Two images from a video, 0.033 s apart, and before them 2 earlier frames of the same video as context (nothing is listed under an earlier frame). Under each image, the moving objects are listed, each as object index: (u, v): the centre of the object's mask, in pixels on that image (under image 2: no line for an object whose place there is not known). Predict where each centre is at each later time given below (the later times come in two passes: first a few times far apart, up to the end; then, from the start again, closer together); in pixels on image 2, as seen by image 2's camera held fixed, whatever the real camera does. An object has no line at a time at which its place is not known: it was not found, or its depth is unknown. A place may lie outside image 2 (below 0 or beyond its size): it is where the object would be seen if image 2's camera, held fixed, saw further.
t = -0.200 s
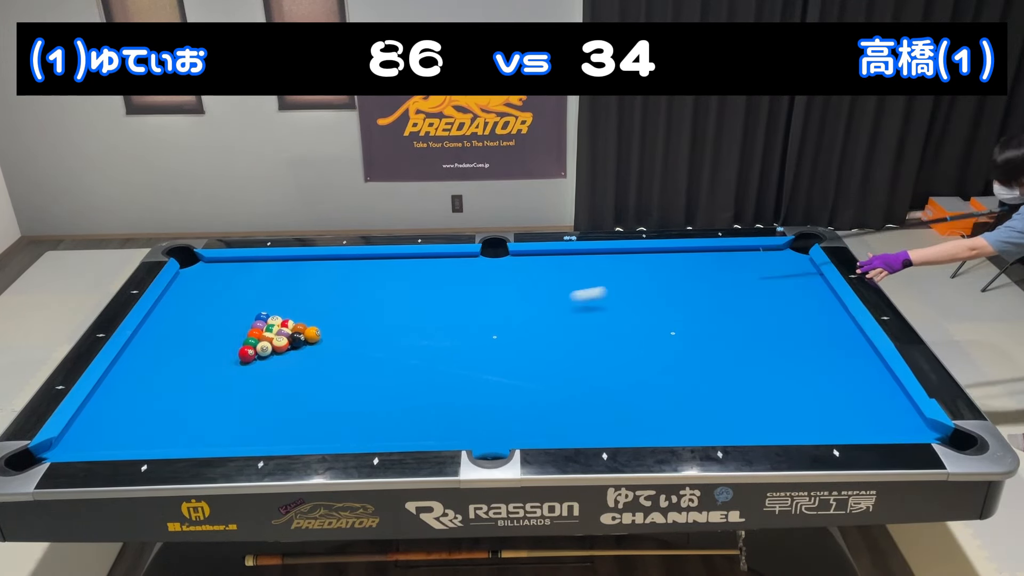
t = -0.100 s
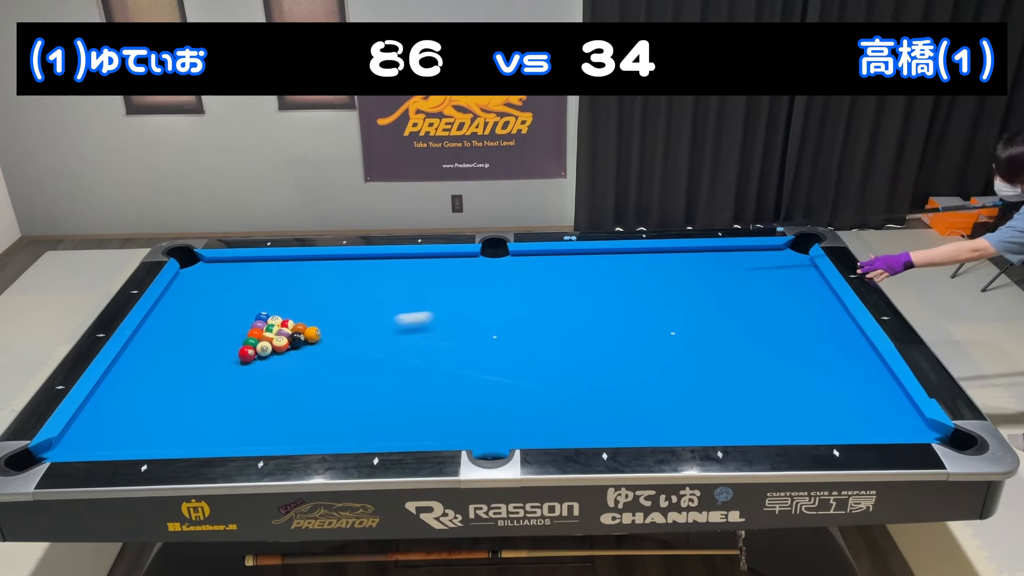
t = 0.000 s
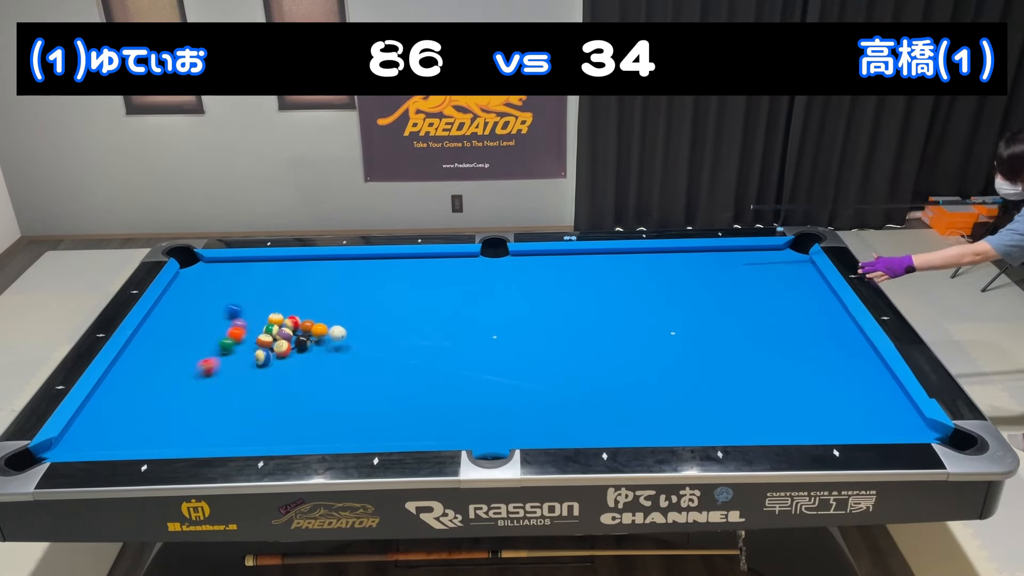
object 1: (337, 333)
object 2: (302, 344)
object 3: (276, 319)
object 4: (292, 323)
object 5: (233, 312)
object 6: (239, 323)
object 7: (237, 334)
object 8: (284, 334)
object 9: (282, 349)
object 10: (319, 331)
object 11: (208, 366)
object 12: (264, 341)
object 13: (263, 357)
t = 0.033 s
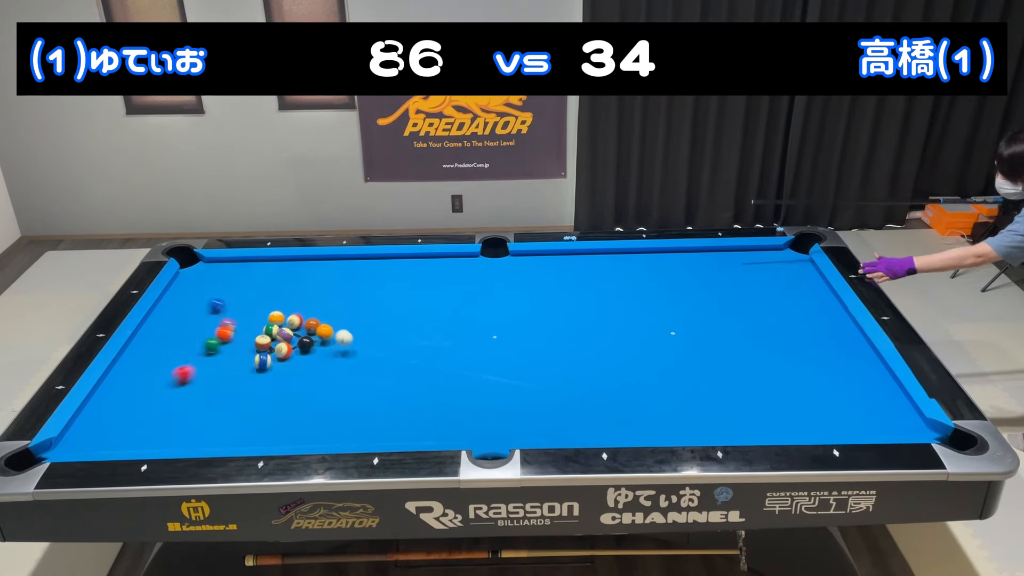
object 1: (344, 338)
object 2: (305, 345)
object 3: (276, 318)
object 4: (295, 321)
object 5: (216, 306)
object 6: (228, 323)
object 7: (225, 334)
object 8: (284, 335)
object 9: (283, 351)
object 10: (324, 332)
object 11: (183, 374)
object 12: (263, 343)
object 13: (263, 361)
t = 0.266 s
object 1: (382, 381)
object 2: (329, 356)
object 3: (279, 308)
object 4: (312, 309)
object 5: (222, 279)
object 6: (158, 318)
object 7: (159, 330)
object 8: (286, 337)
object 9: (291, 366)
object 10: (359, 339)
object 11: (120, 419)
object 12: (251, 349)
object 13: (260, 391)
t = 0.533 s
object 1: (393, 421)
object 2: (355, 368)
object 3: (281, 297)
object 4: (330, 296)
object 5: (309, 262)
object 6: (199, 315)
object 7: (184, 325)
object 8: (287, 338)
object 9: (301, 384)
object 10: (398, 342)
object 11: (202, 437)
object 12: (238, 356)
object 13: (257, 426)
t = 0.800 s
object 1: (408, 423)
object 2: (381, 380)
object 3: (283, 287)
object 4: (345, 285)
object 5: (374, 274)
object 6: (250, 309)
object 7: (233, 321)
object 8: (287, 338)
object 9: (311, 401)
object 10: (435, 345)
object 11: (294, 410)
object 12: (226, 362)
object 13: (272, 429)
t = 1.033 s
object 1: (425, 400)
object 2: (404, 391)
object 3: (285, 279)
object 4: (357, 276)
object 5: (427, 277)
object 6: (293, 304)
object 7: (274, 316)
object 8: (292, 334)
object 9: (373, 391)
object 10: (467, 348)
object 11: (322, 411)
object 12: (216, 367)
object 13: (283, 415)
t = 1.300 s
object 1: (448, 377)
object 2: (423, 403)
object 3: (287, 271)
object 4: (370, 266)
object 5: (478, 272)
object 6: (338, 299)
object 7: (318, 313)
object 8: (300, 328)
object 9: (433, 384)
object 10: (502, 351)
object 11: (363, 407)
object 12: (206, 373)
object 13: (287, 402)
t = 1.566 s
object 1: (474, 355)
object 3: (288, 264)
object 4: (381, 258)
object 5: (526, 267)
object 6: (382, 294)
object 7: (360, 309)
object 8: (308, 323)
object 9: (486, 378)
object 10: (536, 354)
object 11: (402, 403)
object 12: (196, 377)
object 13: (290, 392)
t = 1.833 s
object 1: (497, 336)
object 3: (288, 260)
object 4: (386, 263)
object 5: (572, 261)
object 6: (422, 289)
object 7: (399, 305)
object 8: (313, 318)
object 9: (535, 373)
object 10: (569, 357)
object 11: (438, 399)
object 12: (188, 381)
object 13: (292, 382)
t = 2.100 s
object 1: (517, 318)
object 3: (285, 264)
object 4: (391, 267)
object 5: (615, 257)
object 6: (461, 285)
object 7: (436, 302)
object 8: (318, 315)
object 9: (582, 369)
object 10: (601, 360)
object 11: (473, 395)
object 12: (181, 385)
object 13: (293, 374)
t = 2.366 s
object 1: (536, 302)
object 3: (282, 267)
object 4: (395, 271)
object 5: (658, 253)
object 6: (498, 281)
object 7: (471, 299)
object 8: (322, 312)
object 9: (620, 368)
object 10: (637, 360)
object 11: (504, 395)
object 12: (175, 388)
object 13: (295, 367)
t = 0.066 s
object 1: (351, 346)
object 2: (309, 346)
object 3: (277, 317)
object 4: (297, 320)
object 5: (200, 301)
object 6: (216, 322)
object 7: (214, 334)
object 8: (285, 336)
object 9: (285, 354)
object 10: (330, 336)
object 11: (159, 382)
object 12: (261, 344)
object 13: (262, 366)
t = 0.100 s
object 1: (358, 356)
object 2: (312, 348)
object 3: (277, 315)
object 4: (300, 317)
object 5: (185, 296)
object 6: (205, 321)
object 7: (204, 333)
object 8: (285, 336)
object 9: (286, 356)
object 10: (335, 336)
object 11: (134, 390)
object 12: (259, 345)
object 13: (262, 370)
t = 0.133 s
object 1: (363, 359)
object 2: (316, 350)
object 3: (277, 314)
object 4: (302, 316)
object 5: (171, 293)
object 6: (196, 321)
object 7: (195, 332)
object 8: (286, 336)
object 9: (287, 358)
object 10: (340, 337)
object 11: (111, 398)
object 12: (257, 346)
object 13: (261, 373)
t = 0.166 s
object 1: (368, 365)
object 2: (319, 351)
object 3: (277, 312)
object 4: (305, 314)
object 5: (181, 289)
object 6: (186, 320)
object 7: (186, 332)
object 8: (286, 336)
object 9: (288, 360)
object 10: (344, 338)
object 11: (90, 406)
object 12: (256, 347)
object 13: (261, 378)
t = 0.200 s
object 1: (373, 371)
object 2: (322, 353)
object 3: (278, 311)
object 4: (307, 312)
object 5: (196, 285)
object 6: (177, 319)
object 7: (177, 331)
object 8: (286, 337)
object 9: (289, 362)
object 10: (349, 338)
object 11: (99, 410)
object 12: (254, 347)
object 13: (261, 382)
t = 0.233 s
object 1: (378, 376)
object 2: (325, 354)
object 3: (278, 310)
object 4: (310, 310)
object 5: (208, 282)
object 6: (168, 319)
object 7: (168, 330)
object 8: (286, 337)
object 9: (290, 364)
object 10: (354, 339)
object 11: (109, 415)
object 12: (252, 348)
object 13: (261, 387)
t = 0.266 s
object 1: (382, 381)
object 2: (329, 356)
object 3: (279, 308)
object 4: (312, 309)
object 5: (222, 279)
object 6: (158, 318)
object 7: (159, 330)
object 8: (286, 337)
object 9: (291, 366)
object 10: (359, 339)
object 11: (120, 419)
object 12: (251, 349)
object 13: (260, 391)
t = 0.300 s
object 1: (385, 386)
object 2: (332, 357)
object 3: (279, 307)
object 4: (315, 307)
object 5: (234, 276)
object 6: (150, 317)
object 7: (151, 329)
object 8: (287, 337)
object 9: (293, 369)
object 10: (364, 339)
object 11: (128, 424)
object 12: (249, 350)
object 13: (260, 395)
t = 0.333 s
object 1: (387, 391)
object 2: (335, 359)
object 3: (279, 305)
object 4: (316, 305)
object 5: (246, 273)
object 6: (157, 319)
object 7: (144, 329)
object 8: (287, 338)
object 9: (294, 371)
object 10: (369, 340)
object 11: (138, 428)
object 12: (248, 351)
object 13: (259, 399)
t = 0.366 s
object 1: (389, 396)
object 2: (339, 360)
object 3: (280, 304)
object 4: (319, 304)
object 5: (258, 270)
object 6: (165, 318)
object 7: (151, 328)
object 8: (287, 338)
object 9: (295, 373)
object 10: (374, 340)
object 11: (147, 433)
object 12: (246, 352)
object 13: (259, 404)
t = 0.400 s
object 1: (390, 401)
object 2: (342, 362)
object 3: (280, 303)
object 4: (321, 302)
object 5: (269, 267)
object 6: (172, 317)
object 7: (159, 328)
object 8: (287, 338)
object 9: (296, 375)
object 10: (379, 341)
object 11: (156, 438)
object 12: (244, 353)
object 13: (259, 408)
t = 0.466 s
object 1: (391, 411)
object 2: (348, 365)
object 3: (281, 300)
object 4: (325, 300)
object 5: (293, 261)
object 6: (186, 316)
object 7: (171, 327)
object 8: (287, 338)
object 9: (298, 380)
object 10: (388, 342)
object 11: (176, 442)
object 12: (241, 354)
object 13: (258, 417)
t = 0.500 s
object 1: (392, 416)
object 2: (352, 366)
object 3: (281, 298)
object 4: (328, 298)
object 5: (301, 261)
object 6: (192, 315)
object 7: (178, 326)
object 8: (287, 338)
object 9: (299, 382)
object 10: (393, 342)
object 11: (189, 440)
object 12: (239, 355)
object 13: (258, 421)
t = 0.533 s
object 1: (393, 421)
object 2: (355, 368)
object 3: (281, 297)
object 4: (330, 296)
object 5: (309, 262)
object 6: (199, 315)
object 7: (184, 325)
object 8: (287, 338)
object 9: (301, 384)
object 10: (398, 342)
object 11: (202, 437)
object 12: (238, 356)
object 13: (257, 426)
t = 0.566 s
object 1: (394, 426)
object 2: (358, 370)
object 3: (281, 296)
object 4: (332, 295)
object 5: (318, 264)
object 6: (205, 314)
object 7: (190, 325)
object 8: (287, 338)
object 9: (302, 386)
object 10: (402, 343)
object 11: (214, 433)
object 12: (236, 357)
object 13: (257, 431)
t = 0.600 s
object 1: (395, 431)
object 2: (362, 371)
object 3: (282, 294)
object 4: (334, 293)
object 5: (325, 265)
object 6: (212, 313)
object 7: (197, 324)
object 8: (287, 338)
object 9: (303, 388)
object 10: (407, 343)
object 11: (226, 430)
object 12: (235, 358)
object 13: (257, 436)
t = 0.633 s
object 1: (396, 434)
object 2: (365, 372)
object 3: (282, 293)
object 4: (336, 292)
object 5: (334, 267)
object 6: (218, 312)
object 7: (203, 324)
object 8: (287, 338)
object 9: (304, 391)
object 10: (412, 343)
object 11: (238, 426)
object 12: (233, 358)
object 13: (256, 439)
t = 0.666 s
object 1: (398, 436)
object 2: (368, 374)
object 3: (282, 292)
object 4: (338, 290)
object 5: (341, 268)
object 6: (225, 312)
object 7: (209, 323)
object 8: (287, 338)
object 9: (305, 393)
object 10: (416, 344)
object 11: (250, 423)
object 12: (232, 359)
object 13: (257, 440)
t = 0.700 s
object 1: (401, 433)
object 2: (371, 376)
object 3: (283, 290)
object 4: (339, 289)
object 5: (349, 270)
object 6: (231, 311)
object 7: (215, 323)
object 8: (287, 338)
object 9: (306, 395)
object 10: (421, 344)
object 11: (261, 419)
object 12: (230, 360)
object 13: (262, 437)
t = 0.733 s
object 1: (403, 430)
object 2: (375, 377)
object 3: (283, 290)
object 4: (342, 288)
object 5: (358, 271)
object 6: (238, 310)
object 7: (221, 322)
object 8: (287, 338)
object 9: (307, 398)
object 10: (426, 345)
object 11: (273, 416)
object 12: (229, 361)
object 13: (265, 436)
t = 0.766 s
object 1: (406, 427)
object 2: (378, 379)
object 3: (283, 288)
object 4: (344, 286)
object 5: (366, 272)
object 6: (244, 309)
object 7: (227, 321)
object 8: (287, 338)
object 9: (308, 400)
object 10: (430, 345)
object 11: (284, 413)
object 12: (227, 362)
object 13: (268, 433)
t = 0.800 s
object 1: (408, 423)
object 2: (381, 380)
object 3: (283, 287)
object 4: (345, 285)
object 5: (374, 274)
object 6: (250, 309)
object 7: (233, 321)
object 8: (287, 338)
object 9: (311, 401)
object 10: (435, 345)
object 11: (294, 410)
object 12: (226, 362)
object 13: (272, 429)
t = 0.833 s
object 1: (411, 420)
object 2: (384, 382)
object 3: (284, 286)
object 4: (347, 284)
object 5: (382, 275)
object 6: (256, 308)
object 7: (239, 320)
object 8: (287, 338)
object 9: (322, 399)
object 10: (439, 346)
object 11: (294, 412)
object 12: (224, 363)
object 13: (275, 426)
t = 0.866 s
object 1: (413, 417)
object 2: (388, 383)
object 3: (284, 285)
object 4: (349, 282)
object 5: (390, 276)
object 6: (262, 307)
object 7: (245, 320)
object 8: (287, 338)
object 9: (332, 397)
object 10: (444, 346)
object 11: (296, 413)
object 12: (223, 364)
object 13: (279, 423)
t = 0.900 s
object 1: (416, 413)
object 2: (391, 385)
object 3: (284, 284)
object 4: (351, 281)
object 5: (399, 278)
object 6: (269, 307)
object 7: (251, 319)
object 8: (288, 337)
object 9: (341, 396)
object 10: (449, 347)
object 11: (300, 413)
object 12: (222, 365)
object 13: (281, 421)
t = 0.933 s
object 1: (418, 410)
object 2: (394, 386)
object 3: (285, 283)
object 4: (352, 279)
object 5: (407, 279)
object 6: (275, 306)
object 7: (256, 318)
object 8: (289, 335)
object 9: (350, 394)
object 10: (453, 347)
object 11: (305, 413)
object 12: (220, 365)
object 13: (281, 419)
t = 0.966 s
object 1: (421, 407)
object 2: (398, 388)
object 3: (285, 281)
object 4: (354, 278)
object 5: (413, 279)
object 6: (281, 305)
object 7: (263, 317)
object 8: (290, 334)
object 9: (358, 393)
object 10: (458, 347)
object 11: (311, 412)
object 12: (219, 366)
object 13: (282, 418)
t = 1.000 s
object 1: (423, 403)
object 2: (401, 389)
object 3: (285, 280)
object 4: (356, 277)
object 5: (421, 278)
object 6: (287, 305)
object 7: (269, 316)
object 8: (291, 333)
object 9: (365, 393)
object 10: (462, 348)
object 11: (316, 412)
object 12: (218, 367)
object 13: (282, 416)
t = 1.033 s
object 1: (425, 400)
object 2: (404, 391)
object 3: (285, 279)
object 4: (357, 276)
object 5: (427, 277)
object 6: (293, 304)
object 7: (274, 316)
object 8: (292, 334)
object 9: (373, 391)
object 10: (467, 348)
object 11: (322, 411)
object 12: (216, 367)
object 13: (283, 415)
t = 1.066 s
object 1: (427, 397)
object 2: (407, 392)
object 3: (285, 278)
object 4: (359, 274)
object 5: (434, 277)
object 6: (299, 303)
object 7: (280, 316)
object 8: (293, 334)
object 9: (381, 390)
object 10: (472, 349)
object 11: (327, 411)
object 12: (215, 368)
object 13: (283, 413)
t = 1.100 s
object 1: (429, 394)
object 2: (411, 394)
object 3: (286, 277)
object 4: (361, 273)
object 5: (440, 277)
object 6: (305, 302)
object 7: (285, 316)
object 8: (294, 333)
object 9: (388, 389)
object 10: (476, 349)
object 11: (332, 410)
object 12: (213, 369)
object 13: (284, 411)
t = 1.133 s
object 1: (432, 391)
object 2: (413, 396)
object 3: (286, 276)
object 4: (362, 272)
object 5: (447, 276)
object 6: (310, 302)
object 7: (291, 315)
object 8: (295, 332)
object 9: (396, 388)
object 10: (480, 349)
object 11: (337, 410)
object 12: (212, 369)
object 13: (285, 410)
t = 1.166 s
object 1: (436, 388)
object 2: (415, 397)
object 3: (286, 275)
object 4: (364, 271)
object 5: (453, 276)
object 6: (315, 301)
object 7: (296, 314)
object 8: (296, 331)
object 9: (403, 387)
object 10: (484, 350)
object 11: (343, 409)
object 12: (211, 370)
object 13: (285, 408)
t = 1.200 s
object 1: (439, 385)
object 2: (417, 398)
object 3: (286, 274)
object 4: (365, 269)
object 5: (459, 275)
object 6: (322, 301)
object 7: (302, 314)
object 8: (297, 330)
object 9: (410, 385)
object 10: (489, 350)
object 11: (348, 409)
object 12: (209, 371)
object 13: (285, 407)
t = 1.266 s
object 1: (445, 380)
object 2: (421, 402)
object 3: (286, 272)
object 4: (368, 267)
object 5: (472, 273)
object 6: (333, 300)
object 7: (313, 313)
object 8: (299, 329)
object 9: (426, 384)
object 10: (498, 351)
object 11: (358, 408)
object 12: (207, 372)
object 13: (287, 404)
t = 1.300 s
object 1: (448, 377)
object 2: (423, 403)
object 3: (287, 271)
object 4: (370, 266)
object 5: (478, 272)
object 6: (338, 299)
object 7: (318, 313)
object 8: (300, 328)
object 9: (433, 384)
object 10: (502, 351)
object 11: (363, 407)
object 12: (206, 373)
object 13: (287, 402)
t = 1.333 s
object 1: (452, 373)
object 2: (425, 404)
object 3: (287, 270)
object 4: (371, 265)
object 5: (484, 272)
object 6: (344, 298)
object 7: (323, 312)
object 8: (301, 327)
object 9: (440, 383)
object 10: (506, 352)
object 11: (368, 406)
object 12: (204, 373)
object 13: (288, 401)
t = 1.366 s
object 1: (455, 370)
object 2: (427, 406)
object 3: (287, 269)
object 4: (373, 264)
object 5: (490, 271)
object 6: (350, 298)
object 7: (329, 312)
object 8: (302, 327)
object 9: (447, 382)
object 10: (510, 352)
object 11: (373, 406)
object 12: (203, 374)
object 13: (288, 399)
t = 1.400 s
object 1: (458, 367)
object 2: (429, 407)
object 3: (287, 268)
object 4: (374, 263)
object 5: (497, 270)
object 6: (355, 297)
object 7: (334, 311)
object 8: (303, 326)
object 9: (453, 381)
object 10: (515, 352)
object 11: (378, 406)
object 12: (202, 374)
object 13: (288, 398)
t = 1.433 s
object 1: (461, 365)
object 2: (431, 409)
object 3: (287, 268)
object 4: (376, 261)
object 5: (502, 270)
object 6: (360, 297)
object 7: (339, 311)
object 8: (304, 325)
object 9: (460, 381)
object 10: (520, 353)
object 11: (382, 405)
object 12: (201, 375)
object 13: (289, 396)
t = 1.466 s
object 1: (464, 363)
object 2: (433, 410)
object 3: (287, 267)
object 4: (377, 260)
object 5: (509, 269)
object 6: (366, 296)
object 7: (345, 310)
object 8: (305, 325)
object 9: (467, 380)
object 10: (523, 353)
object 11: (387, 405)
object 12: (199, 376)
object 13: (289, 395)
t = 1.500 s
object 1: (467, 360)
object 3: (288, 266)
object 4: (378, 259)
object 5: (514, 268)
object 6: (371, 295)
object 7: (350, 310)
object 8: (306, 324)
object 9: (473, 379)
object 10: (528, 354)
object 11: (392, 404)
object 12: (198, 376)
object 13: (290, 394)
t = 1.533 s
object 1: (470, 358)
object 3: (288, 265)
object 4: (380, 259)
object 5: (520, 268)
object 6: (377, 295)
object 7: (354, 309)
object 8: (307, 324)
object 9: (479, 378)
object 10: (532, 354)
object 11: (397, 403)
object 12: (197, 377)
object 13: (290, 393)
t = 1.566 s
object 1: (474, 355)
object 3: (288, 264)
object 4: (381, 258)
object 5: (526, 267)
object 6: (382, 294)
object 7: (360, 309)
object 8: (308, 323)
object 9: (486, 378)
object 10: (536, 354)
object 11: (402, 403)
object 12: (196, 377)
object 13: (290, 392)
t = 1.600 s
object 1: (477, 353)
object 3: (288, 263)
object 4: (382, 258)
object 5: (532, 266)
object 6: (387, 294)
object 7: (365, 308)
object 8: (308, 323)
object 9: (492, 378)
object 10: (540, 354)
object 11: (406, 403)
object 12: (195, 378)
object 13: (291, 390)
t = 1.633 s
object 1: (480, 350)
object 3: (288, 262)
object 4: (382, 259)
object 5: (538, 266)
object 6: (392, 293)
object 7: (370, 308)
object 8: (309, 322)
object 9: (498, 377)
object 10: (545, 355)
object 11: (411, 401)
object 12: (194, 378)
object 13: (291, 389)
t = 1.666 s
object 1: (482, 348)
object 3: (288, 262)
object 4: (383, 259)
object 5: (544, 265)
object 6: (397, 292)
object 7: (374, 307)
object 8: (310, 321)
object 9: (505, 376)
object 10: (549, 355)
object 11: (416, 401)
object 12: (193, 379)
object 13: (291, 388)
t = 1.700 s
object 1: (486, 345)
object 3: (288, 261)
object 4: (384, 260)
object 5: (550, 264)
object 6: (402, 292)
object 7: (379, 307)
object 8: (311, 321)
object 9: (511, 376)
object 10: (553, 356)
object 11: (420, 401)
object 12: (192, 379)
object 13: (292, 387)
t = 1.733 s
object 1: (488, 343)
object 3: (288, 260)
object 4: (384, 261)
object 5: (555, 263)
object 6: (407, 291)
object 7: (384, 306)
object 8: (311, 320)
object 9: (517, 375)
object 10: (557, 356)
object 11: (425, 400)
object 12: (191, 380)
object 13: (292, 386)
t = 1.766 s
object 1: (491, 340)
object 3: (288, 259)
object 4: (385, 261)
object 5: (561, 263)
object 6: (412, 291)
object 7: (389, 306)
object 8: (312, 319)
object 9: (523, 374)
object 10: (561, 356)
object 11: (429, 400)
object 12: (190, 380)
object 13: (292, 384)
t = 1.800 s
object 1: (494, 338)
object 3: (288, 260)
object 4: (385, 262)
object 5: (566, 262)
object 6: (418, 290)
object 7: (394, 305)
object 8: (313, 319)
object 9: (529, 374)
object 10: (565, 357)
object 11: (434, 400)
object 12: (189, 381)
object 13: (292, 383)
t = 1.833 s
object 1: (497, 336)
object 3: (288, 260)
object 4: (386, 263)
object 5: (572, 261)
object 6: (422, 289)
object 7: (399, 305)
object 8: (313, 318)
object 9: (535, 373)
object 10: (569, 357)
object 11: (438, 399)
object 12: (188, 381)
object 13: (292, 382)
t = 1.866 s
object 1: (499, 333)
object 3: (287, 261)
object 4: (387, 263)
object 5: (577, 261)
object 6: (427, 289)
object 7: (403, 305)
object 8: (314, 318)
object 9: (541, 373)
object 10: (573, 358)
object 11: (442, 399)
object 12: (187, 382)
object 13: (293, 381)
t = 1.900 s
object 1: (502, 331)
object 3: (287, 261)
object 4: (387, 264)
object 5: (583, 260)
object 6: (432, 288)
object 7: (409, 304)
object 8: (315, 317)
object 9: (547, 372)
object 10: (577, 358)
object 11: (447, 399)
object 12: (186, 382)
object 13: (293, 380)
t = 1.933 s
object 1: (504, 329)
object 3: (286, 262)
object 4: (388, 264)
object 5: (588, 259)
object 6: (437, 288)
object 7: (413, 304)
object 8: (315, 317)
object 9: (553, 372)
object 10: (581, 358)
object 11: (451, 398)
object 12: (185, 383)
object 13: (293, 379)
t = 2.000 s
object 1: (510, 324)
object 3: (286, 262)
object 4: (389, 265)
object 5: (599, 258)
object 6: (447, 287)
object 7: (422, 303)
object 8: (317, 316)
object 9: (565, 370)
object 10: (589, 359)
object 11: (460, 397)
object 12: (183, 383)
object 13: (293, 377)
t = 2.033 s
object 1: (512, 322)
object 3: (285, 263)
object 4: (389, 266)
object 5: (605, 258)
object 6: (452, 286)
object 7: (427, 303)
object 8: (317, 316)
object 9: (571, 370)
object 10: (593, 359)
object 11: (464, 396)
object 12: (183, 384)
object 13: (293, 376)
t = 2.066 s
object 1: (515, 320)
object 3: (285, 263)
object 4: (390, 266)
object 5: (610, 257)
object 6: (456, 286)
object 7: (431, 302)
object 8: (318, 316)
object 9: (577, 369)
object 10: (597, 360)
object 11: (468, 396)
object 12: (182, 384)
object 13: (293, 375)
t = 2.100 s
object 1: (517, 318)
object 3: (285, 264)
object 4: (391, 267)
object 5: (615, 257)
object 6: (461, 285)
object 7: (436, 302)
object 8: (318, 315)
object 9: (582, 369)
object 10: (601, 360)
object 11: (473, 395)
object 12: (181, 385)
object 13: (293, 374)
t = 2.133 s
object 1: (520, 316)
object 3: (284, 264)
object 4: (391, 267)
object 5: (621, 256)
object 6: (466, 285)
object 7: (441, 301)
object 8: (319, 315)
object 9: (588, 368)
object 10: (605, 360)
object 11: (477, 395)
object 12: (180, 385)
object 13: (294, 373)
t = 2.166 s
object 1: (522, 314)
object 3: (284, 265)
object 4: (392, 268)
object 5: (627, 255)
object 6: (470, 284)
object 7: (445, 301)
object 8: (319, 314)
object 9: (594, 368)
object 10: (609, 360)
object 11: (481, 395)
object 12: (179, 385)
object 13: (294, 372)
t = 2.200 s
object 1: (524, 312)
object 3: (284, 265)
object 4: (393, 268)
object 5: (631, 255)
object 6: (475, 284)
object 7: (449, 300)
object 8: (320, 314)
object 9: (599, 368)
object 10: (613, 361)
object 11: (485, 394)
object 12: (178, 386)
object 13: (294, 372)
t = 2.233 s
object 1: (526, 310)
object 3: (283, 265)
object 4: (393, 269)
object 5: (637, 254)
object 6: (480, 283)
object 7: (453, 300)
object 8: (320, 313)
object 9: (603, 368)
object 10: (618, 361)
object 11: (489, 394)
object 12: (178, 386)
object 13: (294, 371)
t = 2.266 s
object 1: (529, 308)
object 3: (283, 266)
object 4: (394, 269)
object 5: (642, 253)
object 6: (484, 283)
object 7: (458, 300)
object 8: (321, 313)
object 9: (608, 368)
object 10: (623, 360)
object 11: (493, 394)
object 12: (177, 387)
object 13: (294, 370)
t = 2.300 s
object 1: (531, 306)
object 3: (283, 266)
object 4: (394, 270)
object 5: (647, 253)
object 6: (489, 282)
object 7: (462, 299)
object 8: (321, 313)
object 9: (612, 368)
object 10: (628, 360)
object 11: (497, 394)
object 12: (176, 387)
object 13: (295, 369)
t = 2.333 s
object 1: (533, 304)
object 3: (282, 266)
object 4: (395, 270)
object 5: (652, 253)
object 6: (493, 282)
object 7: (467, 299)
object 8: (322, 312)
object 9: (616, 368)
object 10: (632, 360)
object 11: (500, 394)
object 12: (176, 387)
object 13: (295, 368)
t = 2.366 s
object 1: (536, 302)
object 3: (282, 267)
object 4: (395, 271)
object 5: (658, 253)
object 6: (498, 281)
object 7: (471, 299)
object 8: (322, 312)
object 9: (620, 368)
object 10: (637, 360)
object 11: (504, 395)
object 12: (175, 388)
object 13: (295, 367)
